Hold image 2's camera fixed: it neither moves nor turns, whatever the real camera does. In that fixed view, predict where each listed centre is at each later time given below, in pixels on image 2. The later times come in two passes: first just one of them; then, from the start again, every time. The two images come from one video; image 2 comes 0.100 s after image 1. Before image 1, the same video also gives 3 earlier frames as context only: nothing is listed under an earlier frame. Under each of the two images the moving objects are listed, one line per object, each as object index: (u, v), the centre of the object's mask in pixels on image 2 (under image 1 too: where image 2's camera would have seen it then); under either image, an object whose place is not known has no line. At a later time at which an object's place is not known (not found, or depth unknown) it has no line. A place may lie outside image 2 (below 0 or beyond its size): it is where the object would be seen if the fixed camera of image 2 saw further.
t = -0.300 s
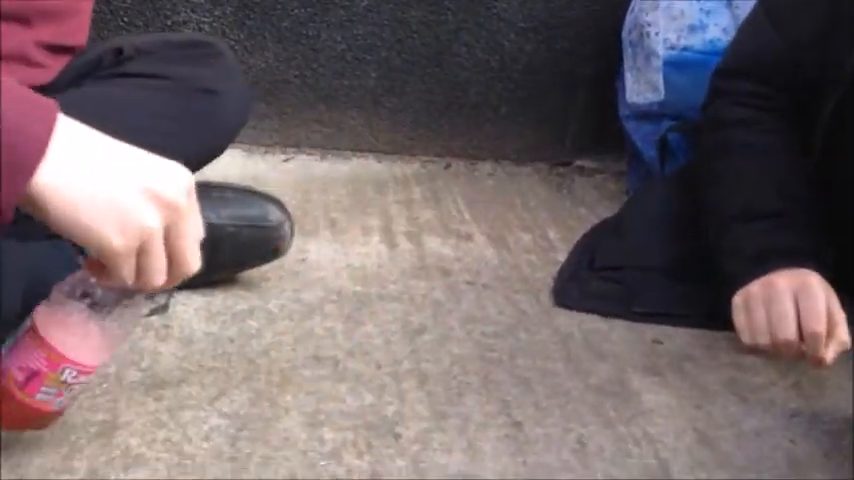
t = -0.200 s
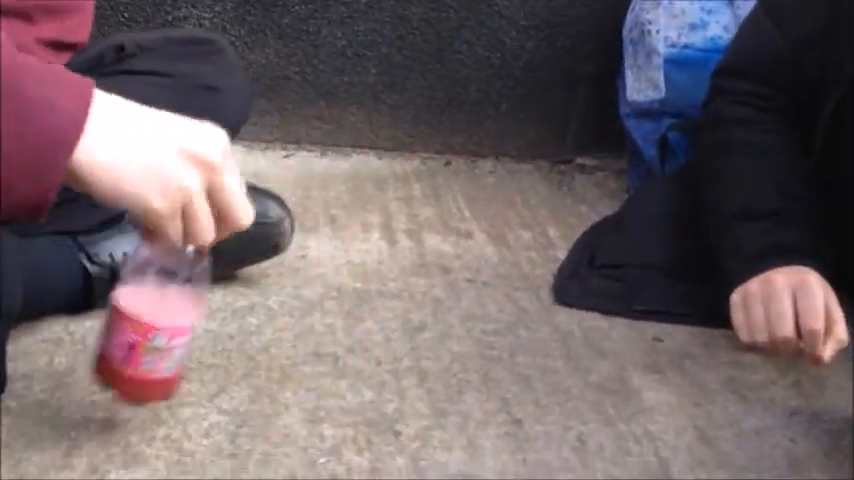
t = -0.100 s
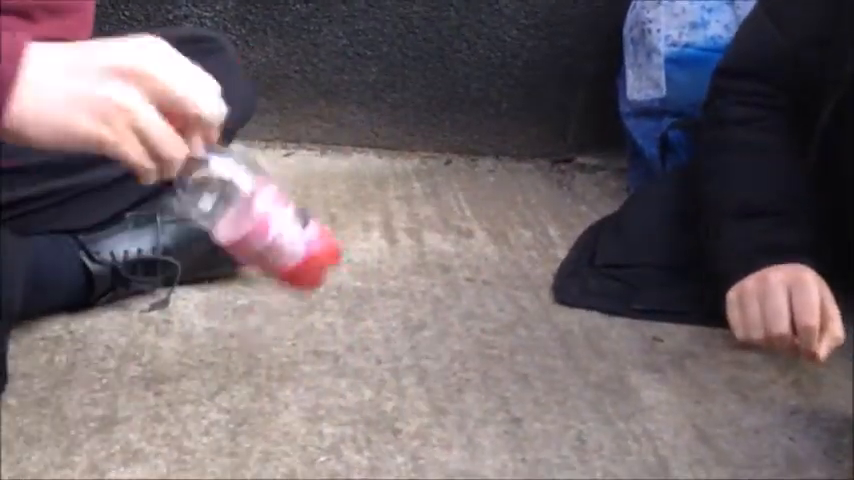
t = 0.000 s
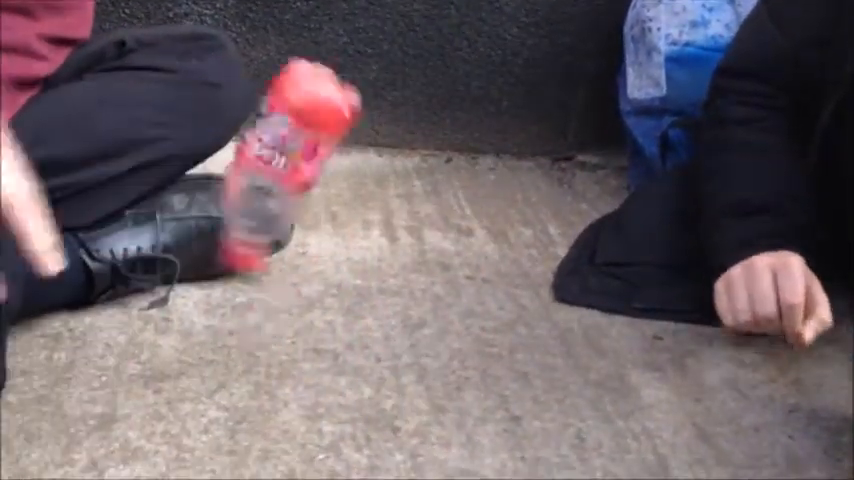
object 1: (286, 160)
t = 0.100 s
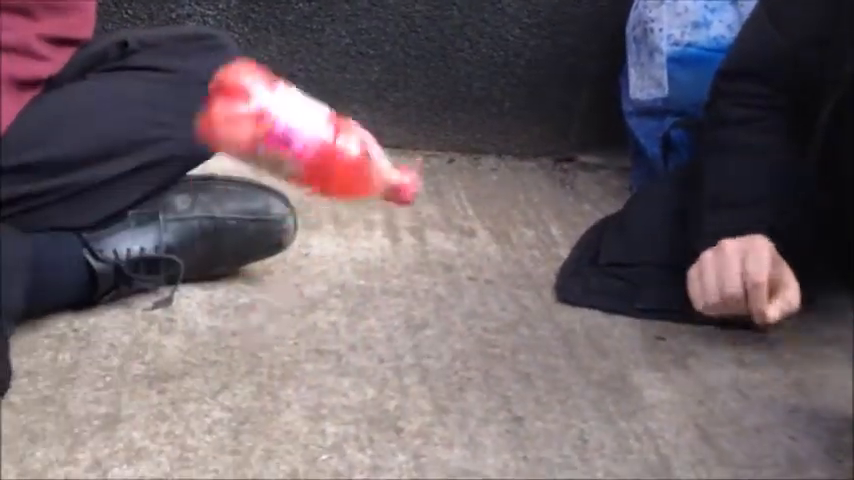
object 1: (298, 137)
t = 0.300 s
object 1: (311, 367)
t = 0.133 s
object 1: (296, 166)
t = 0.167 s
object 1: (291, 212)
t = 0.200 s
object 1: (286, 271)
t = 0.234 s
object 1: (280, 338)
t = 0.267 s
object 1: (297, 349)
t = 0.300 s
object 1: (311, 367)
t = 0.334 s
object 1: (322, 389)
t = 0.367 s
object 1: (331, 389)
